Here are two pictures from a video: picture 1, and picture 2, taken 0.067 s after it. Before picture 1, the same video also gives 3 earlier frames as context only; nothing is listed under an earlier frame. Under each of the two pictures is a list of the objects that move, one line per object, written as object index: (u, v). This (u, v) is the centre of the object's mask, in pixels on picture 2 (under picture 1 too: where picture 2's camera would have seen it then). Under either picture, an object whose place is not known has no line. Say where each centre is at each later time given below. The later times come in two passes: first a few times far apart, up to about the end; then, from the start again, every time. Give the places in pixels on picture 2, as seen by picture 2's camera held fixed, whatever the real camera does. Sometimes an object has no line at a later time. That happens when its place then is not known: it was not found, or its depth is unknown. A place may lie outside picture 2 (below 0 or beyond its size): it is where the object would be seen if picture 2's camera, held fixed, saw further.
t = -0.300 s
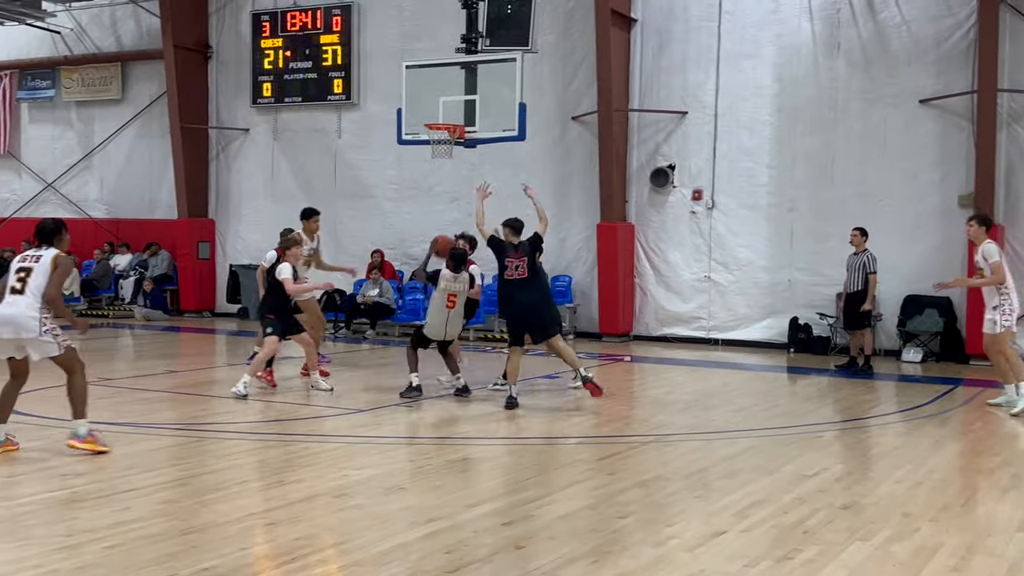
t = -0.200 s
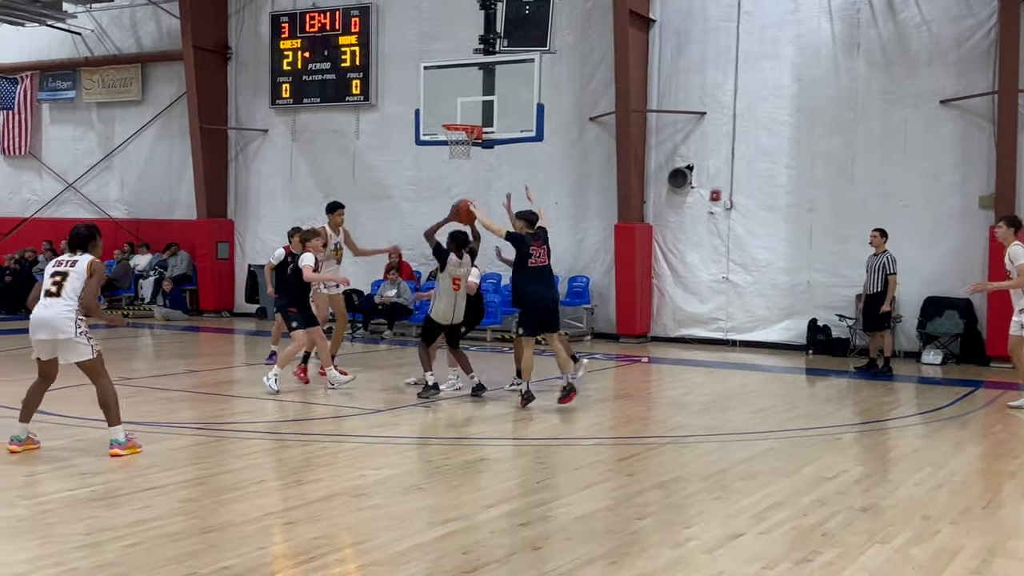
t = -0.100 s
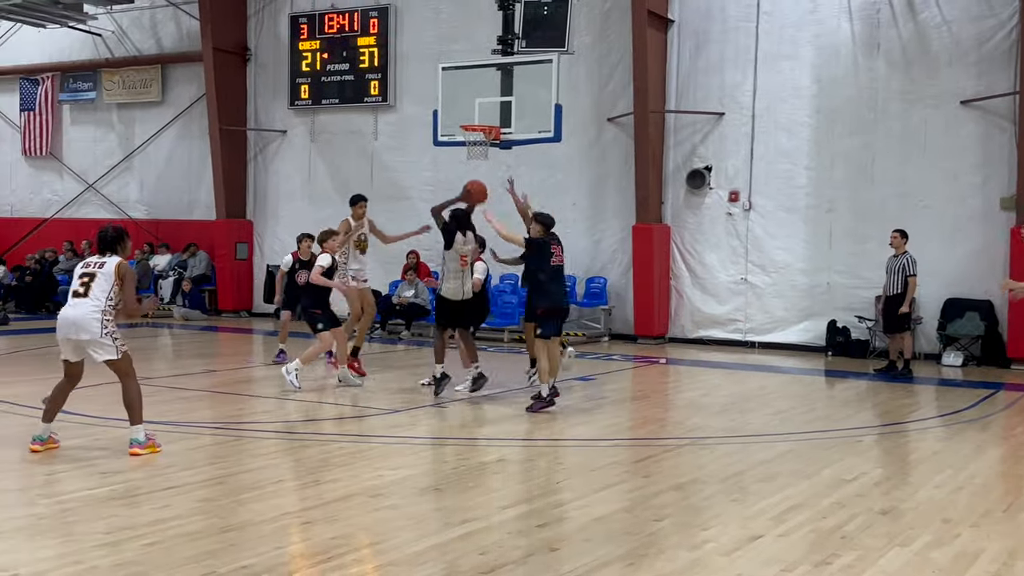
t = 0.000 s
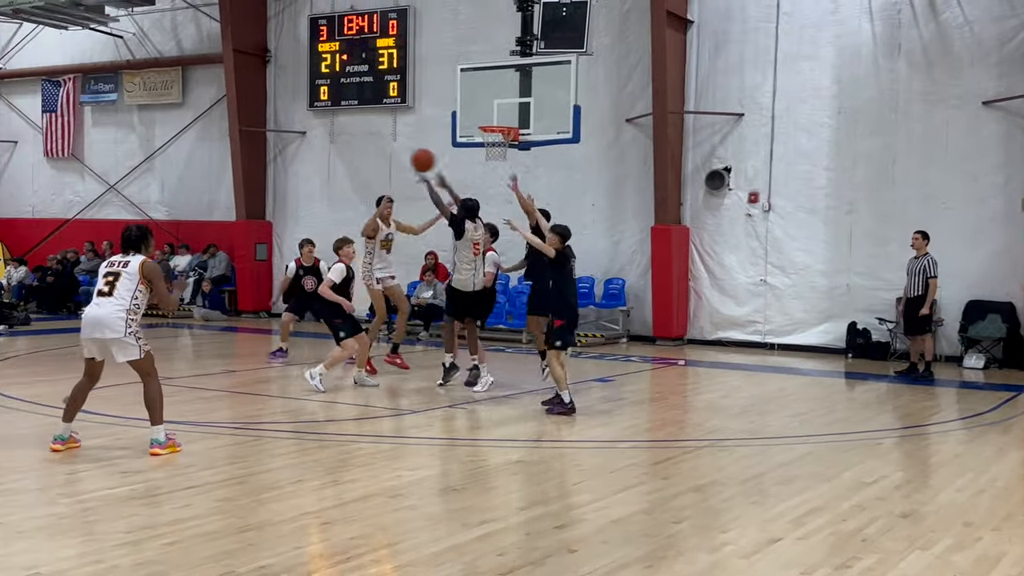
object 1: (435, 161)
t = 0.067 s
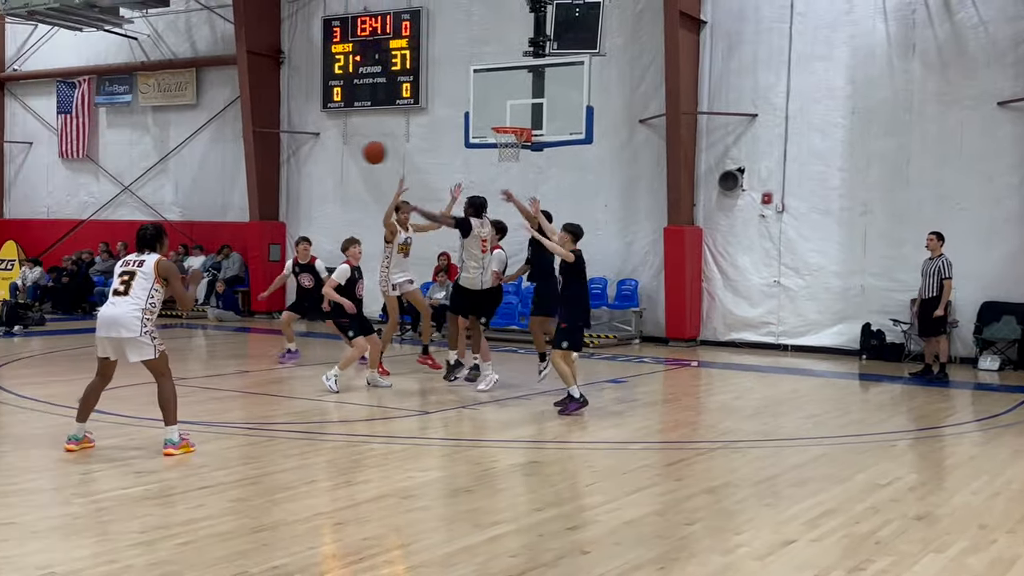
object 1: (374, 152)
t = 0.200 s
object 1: (264, 149)
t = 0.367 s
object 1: (138, 168)
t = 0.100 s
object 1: (345, 150)
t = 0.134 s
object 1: (317, 149)
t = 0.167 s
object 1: (290, 148)
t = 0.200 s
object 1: (264, 149)
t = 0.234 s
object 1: (236, 151)
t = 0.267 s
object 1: (211, 154)
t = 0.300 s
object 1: (186, 158)
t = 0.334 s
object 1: (162, 162)
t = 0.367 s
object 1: (138, 168)
